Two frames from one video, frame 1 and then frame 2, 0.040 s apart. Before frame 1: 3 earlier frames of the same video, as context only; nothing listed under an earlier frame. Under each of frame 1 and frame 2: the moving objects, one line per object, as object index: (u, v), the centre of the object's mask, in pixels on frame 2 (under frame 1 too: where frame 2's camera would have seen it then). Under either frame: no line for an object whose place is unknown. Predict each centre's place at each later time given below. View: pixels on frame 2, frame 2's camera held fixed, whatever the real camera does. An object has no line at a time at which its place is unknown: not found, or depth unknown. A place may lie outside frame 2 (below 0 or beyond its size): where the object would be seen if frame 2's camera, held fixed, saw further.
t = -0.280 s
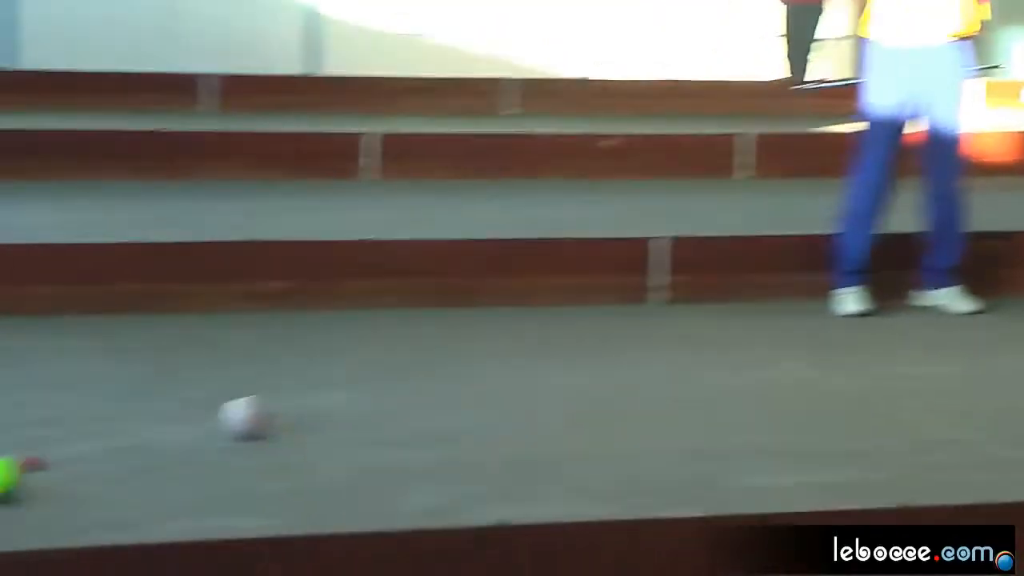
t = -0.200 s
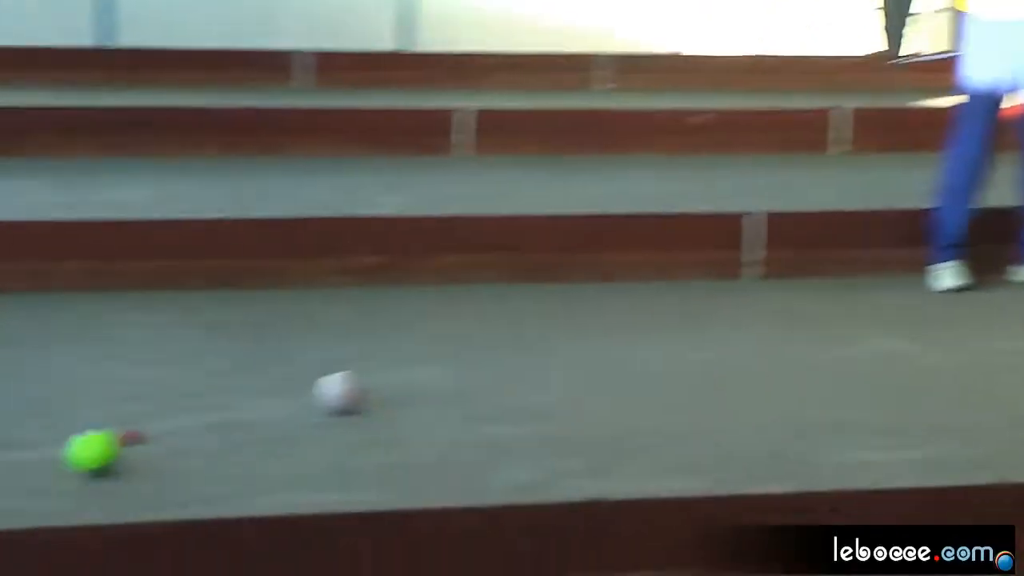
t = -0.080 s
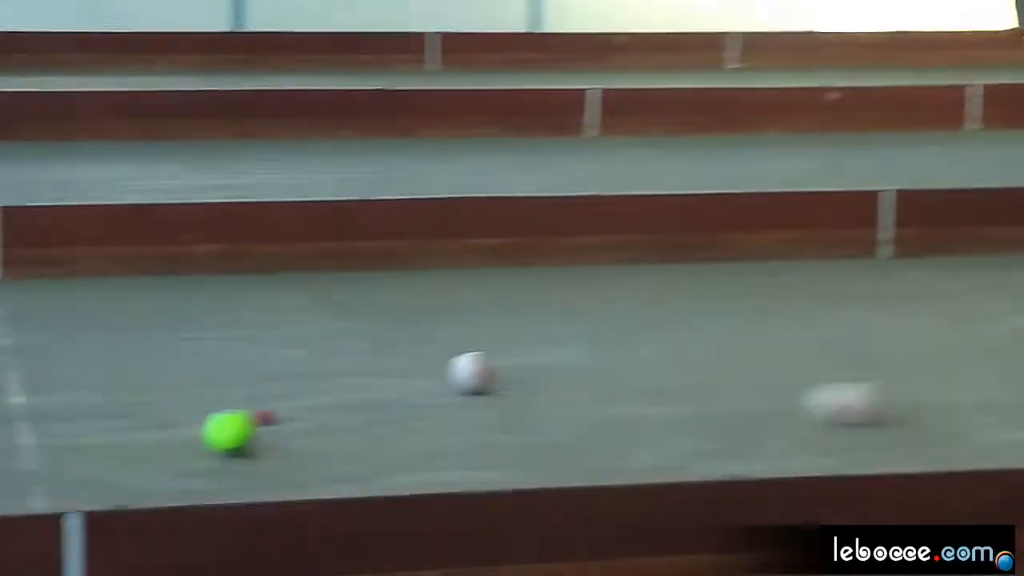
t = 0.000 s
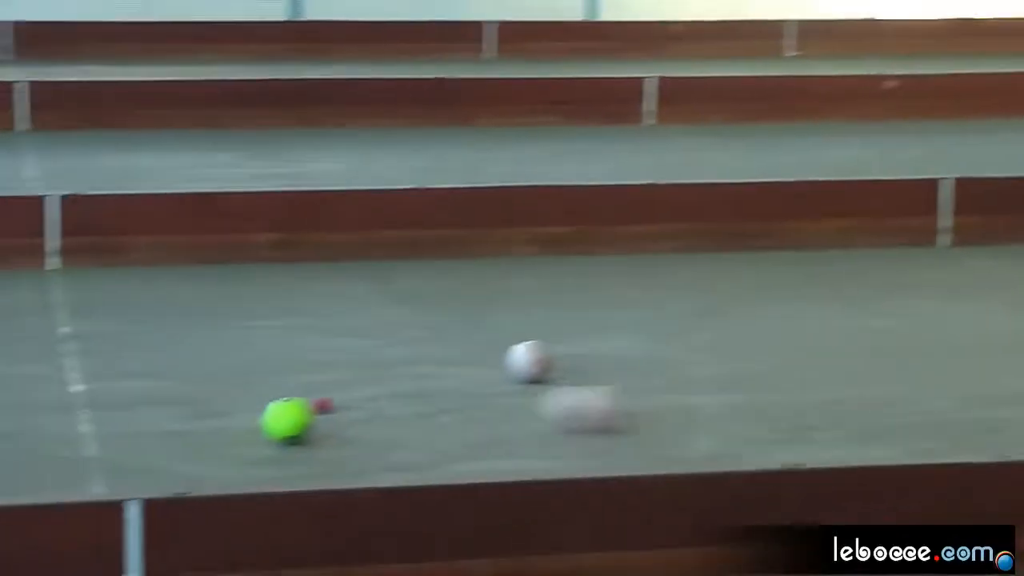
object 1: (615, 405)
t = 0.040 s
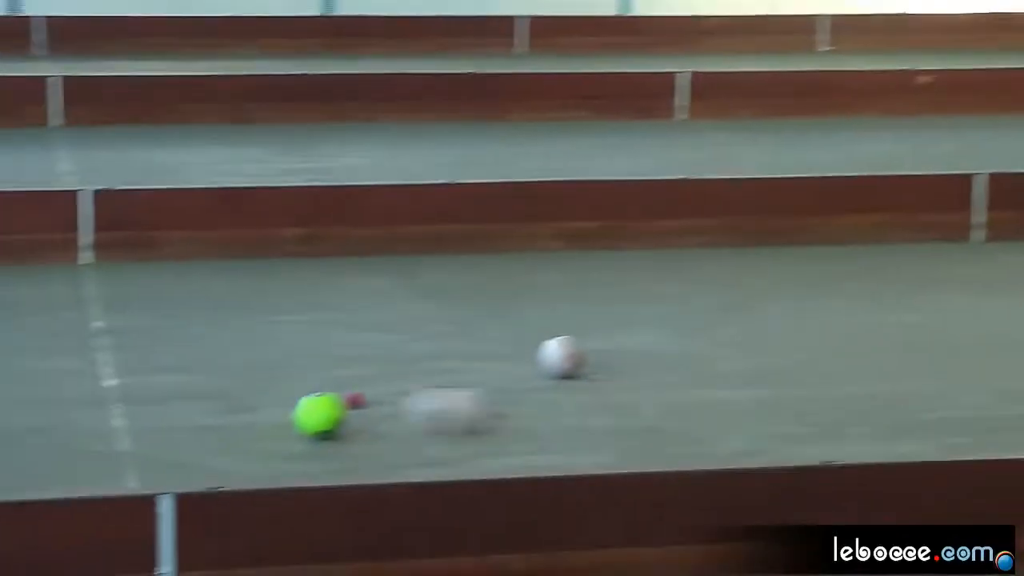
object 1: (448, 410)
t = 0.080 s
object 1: (365, 413)
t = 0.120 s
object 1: (359, 415)
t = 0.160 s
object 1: (351, 425)
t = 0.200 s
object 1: (341, 430)
